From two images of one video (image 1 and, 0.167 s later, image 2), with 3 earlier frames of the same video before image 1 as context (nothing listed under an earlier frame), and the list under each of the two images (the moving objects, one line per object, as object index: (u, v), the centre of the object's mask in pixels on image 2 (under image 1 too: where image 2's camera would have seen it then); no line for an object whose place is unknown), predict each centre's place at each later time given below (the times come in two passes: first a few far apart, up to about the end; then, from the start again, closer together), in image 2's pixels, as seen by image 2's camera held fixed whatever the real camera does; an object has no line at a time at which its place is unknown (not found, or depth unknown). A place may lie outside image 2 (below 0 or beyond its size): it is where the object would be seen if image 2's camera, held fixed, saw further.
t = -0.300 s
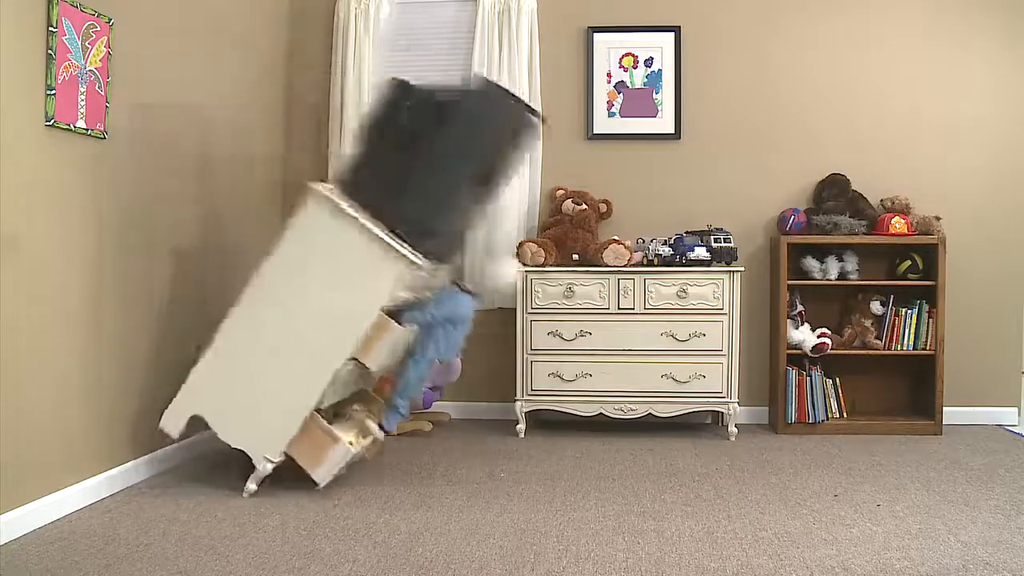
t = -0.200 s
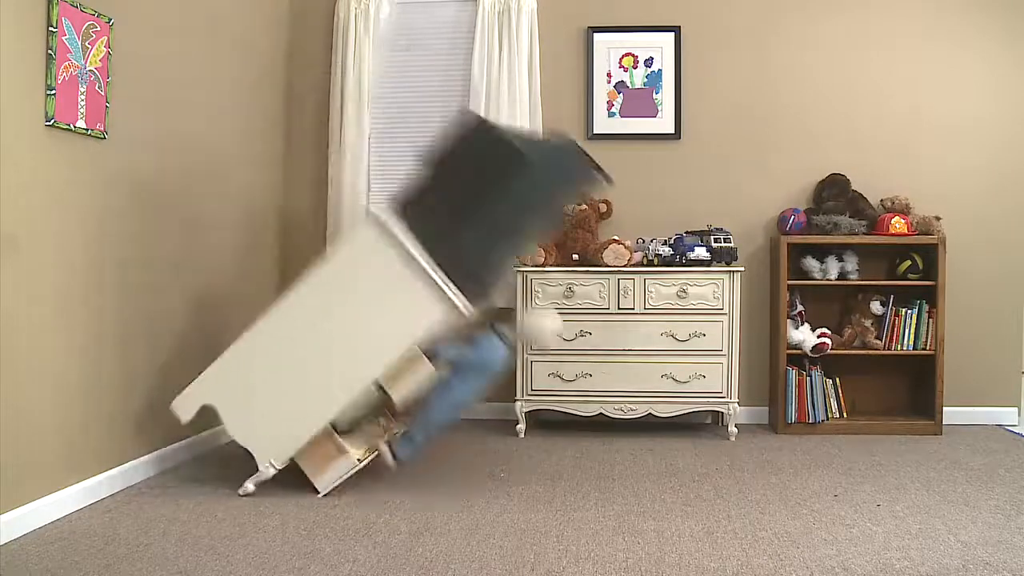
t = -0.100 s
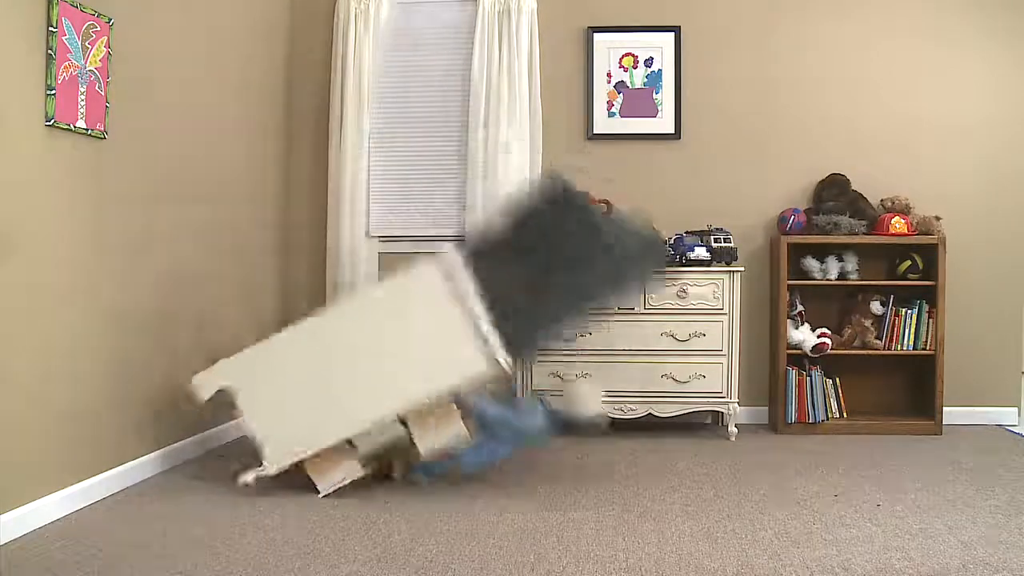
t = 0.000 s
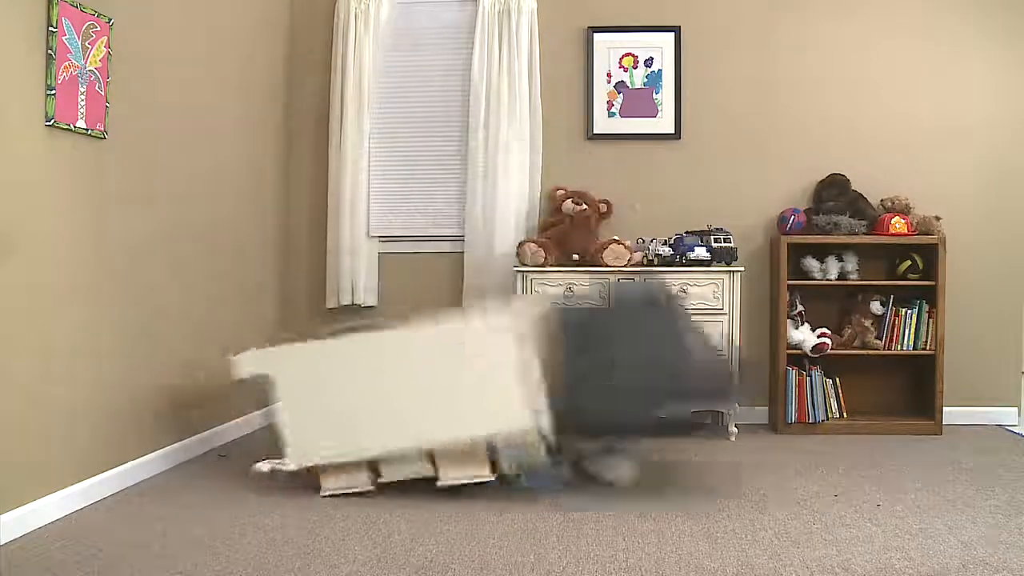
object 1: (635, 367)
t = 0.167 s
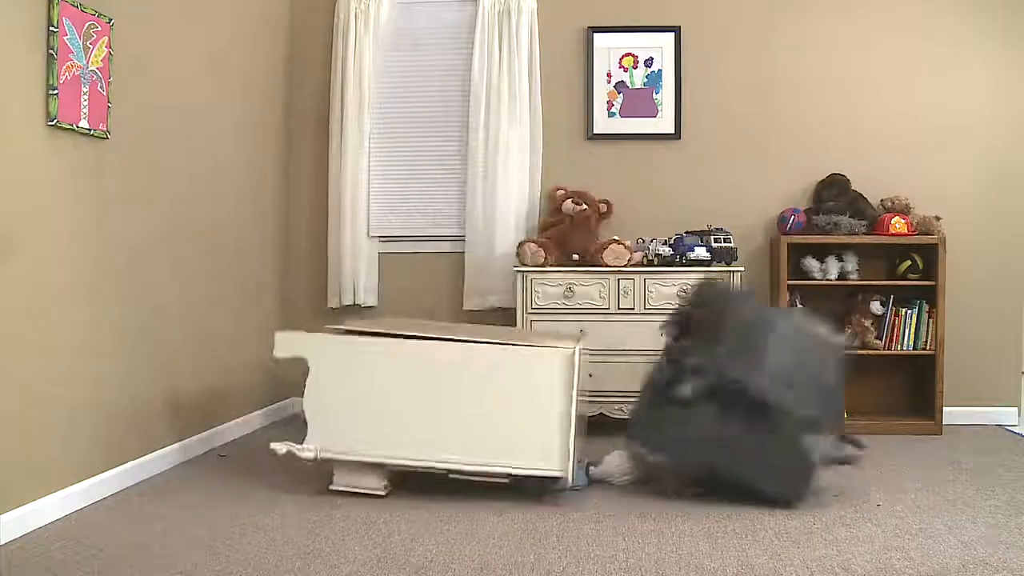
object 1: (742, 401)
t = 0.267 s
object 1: (780, 398)
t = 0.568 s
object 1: (838, 428)
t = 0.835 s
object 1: (811, 442)
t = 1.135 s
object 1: (803, 443)
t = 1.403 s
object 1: (804, 443)
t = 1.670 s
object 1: (804, 443)
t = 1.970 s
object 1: (804, 443)
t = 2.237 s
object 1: (804, 443)
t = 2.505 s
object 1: (805, 443)
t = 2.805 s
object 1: (805, 443)
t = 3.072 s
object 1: (805, 443)
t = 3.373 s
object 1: (805, 443)
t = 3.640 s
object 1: (806, 443)
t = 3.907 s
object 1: (806, 443)
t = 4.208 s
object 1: (806, 443)
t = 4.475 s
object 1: (806, 443)
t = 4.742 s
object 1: (806, 443)
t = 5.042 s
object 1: (806, 443)
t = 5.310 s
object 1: (806, 442)
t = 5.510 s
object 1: (806, 442)
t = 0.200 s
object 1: (756, 395)
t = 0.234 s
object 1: (766, 396)
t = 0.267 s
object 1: (780, 398)
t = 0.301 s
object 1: (799, 400)
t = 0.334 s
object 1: (804, 408)
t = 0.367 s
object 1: (816, 409)
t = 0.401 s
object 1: (825, 413)
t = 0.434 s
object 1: (835, 417)
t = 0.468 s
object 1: (837, 421)
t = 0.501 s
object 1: (835, 421)
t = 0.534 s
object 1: (836, 426)
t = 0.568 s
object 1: (838, 428)
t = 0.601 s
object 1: (834, 434)
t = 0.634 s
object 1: (831, 436)
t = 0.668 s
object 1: (826, 438)
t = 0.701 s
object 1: (822, 439)
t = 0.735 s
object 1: (818, 440)
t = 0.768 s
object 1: (815, 441)
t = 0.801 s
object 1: (813, 441)
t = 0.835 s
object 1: (811, 442)
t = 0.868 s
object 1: (808, 442)
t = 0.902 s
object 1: (806, 442)
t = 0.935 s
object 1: (804, 443)
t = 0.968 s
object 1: (804, 443)
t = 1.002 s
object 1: (804, 443)
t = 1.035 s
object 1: (803, 443)
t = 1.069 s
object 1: (803, 443)
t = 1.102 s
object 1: (803, 443)
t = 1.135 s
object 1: (803, 443)
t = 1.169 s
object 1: (804, 443)
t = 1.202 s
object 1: (805, 442)
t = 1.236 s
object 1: (804, 443)
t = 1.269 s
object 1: (804, 443)
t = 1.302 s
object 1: (804, 443)
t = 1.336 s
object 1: (804, 443)
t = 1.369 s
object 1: (804, 443)
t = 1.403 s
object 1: (804, 443)
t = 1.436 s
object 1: (804, 443)
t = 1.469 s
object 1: (804, 443)
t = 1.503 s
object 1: (804, 443)
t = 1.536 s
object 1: (804, 443)
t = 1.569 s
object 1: (804, 443)
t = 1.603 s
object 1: (804, 443)
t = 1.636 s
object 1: (804, 443)
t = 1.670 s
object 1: (804, 443)
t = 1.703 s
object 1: (804, 443)
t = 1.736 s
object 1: (804, 443)
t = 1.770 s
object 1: (804, 443)
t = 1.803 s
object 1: (804, 443)
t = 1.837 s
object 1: (804, 443)
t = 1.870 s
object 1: (804, 443)
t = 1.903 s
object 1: (804, 443)
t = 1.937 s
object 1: (804, 443)
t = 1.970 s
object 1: (804, 443)
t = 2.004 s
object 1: (804, 443)
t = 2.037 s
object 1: (804, 443)
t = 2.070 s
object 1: (804, 443)
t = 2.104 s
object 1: (804, 443)
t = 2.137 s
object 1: (804, 443)
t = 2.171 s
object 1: (804, 443)
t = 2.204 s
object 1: (804, 443)
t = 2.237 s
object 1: (804, 443)
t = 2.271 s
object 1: (804, 443)
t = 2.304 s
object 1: (804, 443)
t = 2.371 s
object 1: (804, 443)
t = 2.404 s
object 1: (804, 443)
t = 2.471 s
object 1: (804, 443)
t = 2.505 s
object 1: (805, 443)
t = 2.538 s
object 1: (805, 443)
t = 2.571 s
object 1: (805, 443)
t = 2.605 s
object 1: (805, 443)
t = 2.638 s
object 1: (805, 443)
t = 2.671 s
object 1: (805, 443)
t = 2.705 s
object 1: (805, 443)
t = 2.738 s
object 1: (805, 443)
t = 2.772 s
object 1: (805, 443)
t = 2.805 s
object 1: (805, 443)
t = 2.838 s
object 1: (805, 443)
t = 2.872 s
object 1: (805, 443)
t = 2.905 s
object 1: (805, 443)
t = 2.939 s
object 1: (805, 443)
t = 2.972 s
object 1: (805, 443)
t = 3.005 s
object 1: (805, 443)
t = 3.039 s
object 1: (805, 443)
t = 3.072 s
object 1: (805, 443)
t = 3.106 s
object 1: (805, 443)
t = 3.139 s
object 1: (805, 443)
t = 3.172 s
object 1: (805, 443)
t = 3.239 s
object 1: (805, 443)
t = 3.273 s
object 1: (805, 443)
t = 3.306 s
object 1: (805, 443)
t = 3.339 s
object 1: (805, 443)
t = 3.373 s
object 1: (805, 443)
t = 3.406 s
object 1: (805, 443)
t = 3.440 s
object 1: (805, 443)
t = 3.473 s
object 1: (806, 443)
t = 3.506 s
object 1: (806, 443)
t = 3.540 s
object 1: (806, 443)
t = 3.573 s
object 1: (806, 443)
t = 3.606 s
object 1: (806, 443)
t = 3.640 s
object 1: (806, 443)
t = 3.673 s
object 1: (806, 443)
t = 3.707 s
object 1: (806, 443)
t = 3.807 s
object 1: (806, 443)
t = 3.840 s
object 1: (806, 443)
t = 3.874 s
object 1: (806, 443)
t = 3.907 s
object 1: (806, 443)
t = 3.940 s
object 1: (806, 443)
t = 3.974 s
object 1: (806, 443)
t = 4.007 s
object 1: (806, 443)
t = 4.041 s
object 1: (806, 443)
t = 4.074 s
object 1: (806, 443)
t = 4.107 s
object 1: (806, 443)
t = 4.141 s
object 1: (806, 443)
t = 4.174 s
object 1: (806, 443)
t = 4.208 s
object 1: (806, 443)
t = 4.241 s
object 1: (806, 443)
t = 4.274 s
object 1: (806, 443)
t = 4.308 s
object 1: (806, 443)
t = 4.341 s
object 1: (806, 443)
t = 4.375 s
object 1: (806, 443)
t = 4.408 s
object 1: (806, 443)
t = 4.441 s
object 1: (806, 443)
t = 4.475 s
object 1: (806, 443)
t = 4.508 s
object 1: (806, 443)
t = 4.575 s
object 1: (806, 443)
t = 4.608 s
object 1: (806, 443)
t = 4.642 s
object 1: (806, 443)
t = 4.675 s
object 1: (806, 443)
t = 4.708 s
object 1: (806, 443)
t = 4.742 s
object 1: (806, 443)
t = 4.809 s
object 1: (806, 443)
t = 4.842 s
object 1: (806, 443)
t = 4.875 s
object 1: (806, 443)
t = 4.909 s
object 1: (806, 443)
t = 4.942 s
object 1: (806, 443)
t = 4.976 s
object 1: (806, 443)
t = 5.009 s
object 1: (806, 443)
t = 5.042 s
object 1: (806, 443)
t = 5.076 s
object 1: (806, 443)
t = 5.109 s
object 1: (806, 443)
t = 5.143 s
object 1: (806, 443)
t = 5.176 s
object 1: (806, 442)
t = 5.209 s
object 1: (806, 442)
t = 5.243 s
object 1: (806, 442)
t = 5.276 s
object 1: (806, 442)
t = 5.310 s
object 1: (806, 442)
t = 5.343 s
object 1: (806, 442)
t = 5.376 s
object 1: (806, 442)
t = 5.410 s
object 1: (806, 442)
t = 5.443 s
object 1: (806, 442)
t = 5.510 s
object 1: (806, 442)
